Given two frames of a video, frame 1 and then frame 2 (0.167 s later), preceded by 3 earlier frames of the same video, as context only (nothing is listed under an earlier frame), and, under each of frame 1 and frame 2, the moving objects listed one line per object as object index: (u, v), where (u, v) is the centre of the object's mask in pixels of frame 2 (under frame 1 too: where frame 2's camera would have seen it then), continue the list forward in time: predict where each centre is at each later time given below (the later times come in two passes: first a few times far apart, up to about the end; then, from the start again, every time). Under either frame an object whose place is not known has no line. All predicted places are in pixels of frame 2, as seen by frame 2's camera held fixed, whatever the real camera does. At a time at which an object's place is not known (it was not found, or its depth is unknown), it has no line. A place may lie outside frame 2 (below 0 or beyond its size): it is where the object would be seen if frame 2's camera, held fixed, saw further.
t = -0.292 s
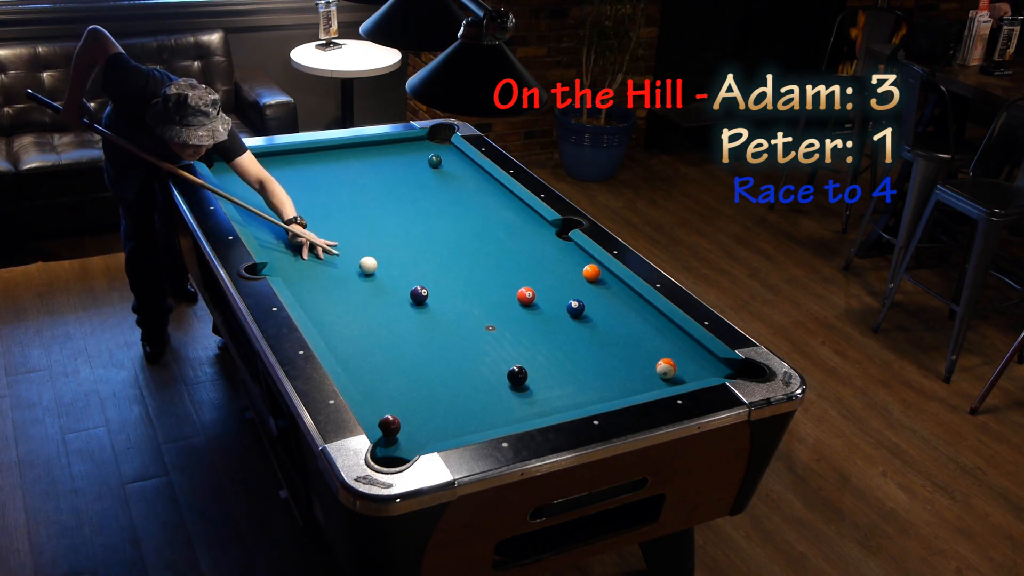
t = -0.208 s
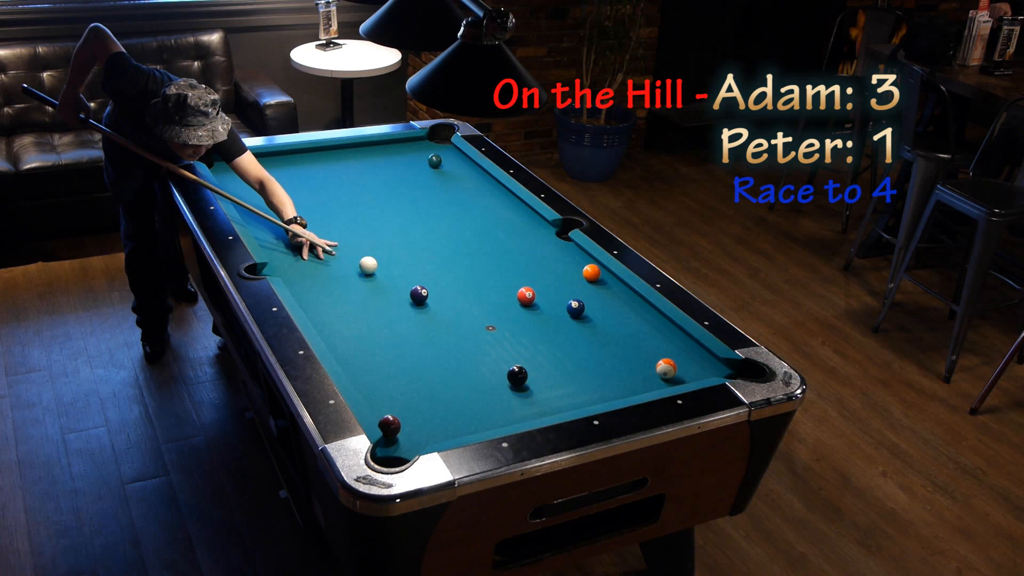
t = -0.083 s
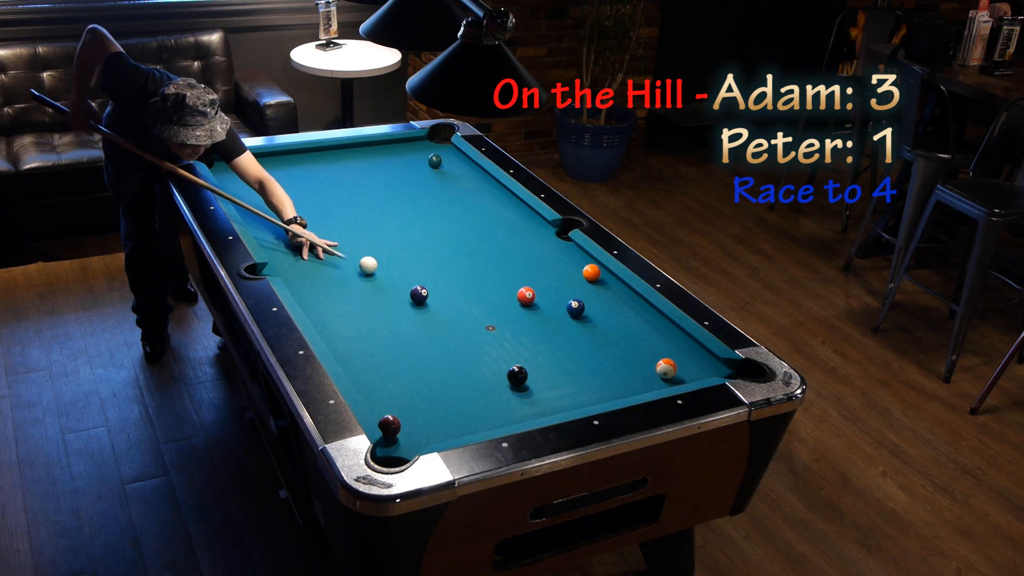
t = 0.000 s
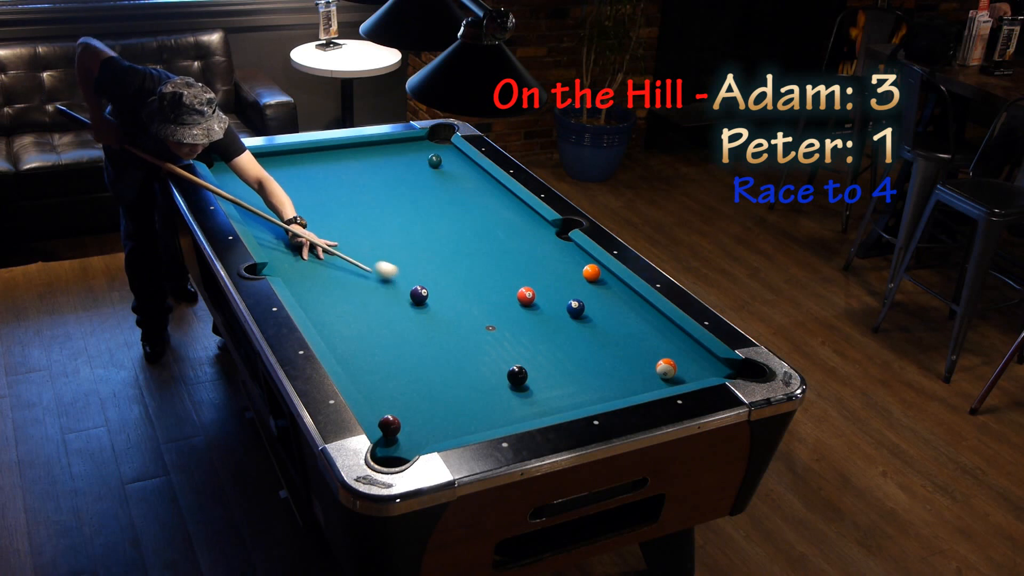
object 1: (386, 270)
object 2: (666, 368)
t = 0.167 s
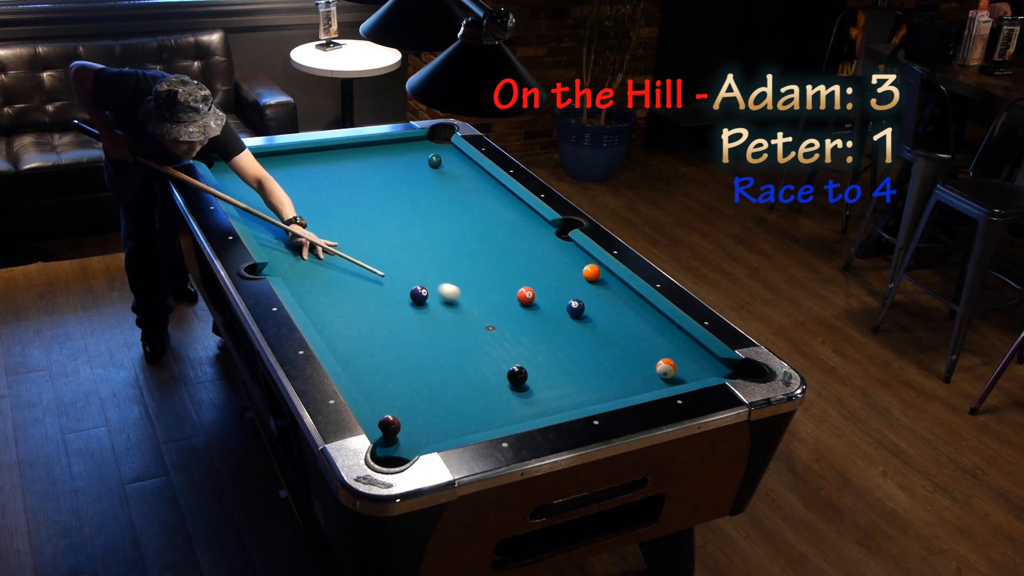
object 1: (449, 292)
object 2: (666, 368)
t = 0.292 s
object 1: (486, 306)
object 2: (666, 368)
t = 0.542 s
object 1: (562, 334)
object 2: (666, 368)
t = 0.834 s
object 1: (646, 368)
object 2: (676, 369)
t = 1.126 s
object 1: (649, 383)
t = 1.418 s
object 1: (617, 378)
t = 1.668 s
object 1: (592, 373)
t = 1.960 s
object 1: (565, 368)
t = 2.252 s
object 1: (541, 363)
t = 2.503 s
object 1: (522, 358)
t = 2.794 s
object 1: (503, 356)
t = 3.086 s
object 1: (485, 352)
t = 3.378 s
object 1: (471, 350)
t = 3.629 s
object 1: (461, 348)
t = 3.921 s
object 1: (450, 346)
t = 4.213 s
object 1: (442, 345)
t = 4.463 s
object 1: (437, 344)
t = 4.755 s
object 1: (433, 344)
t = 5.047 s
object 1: (432, 344)
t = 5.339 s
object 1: (432, 344)
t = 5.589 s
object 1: (432, 344)
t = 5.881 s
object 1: (432, 344)
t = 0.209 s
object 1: (462, 297)
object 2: (666, 368)
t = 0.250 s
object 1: (474, 301)
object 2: (666, 368)
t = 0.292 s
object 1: (486, 306)
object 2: (666, 368)
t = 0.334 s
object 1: (498, 311)
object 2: (666, 368)
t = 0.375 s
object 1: (511, 315)
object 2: (666, 368)
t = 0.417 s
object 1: (524, 320)
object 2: (666, 368)
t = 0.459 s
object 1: (537, 325)
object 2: (666, 368)
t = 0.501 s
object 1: (549, 330)
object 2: (666, 368)
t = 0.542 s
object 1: (562, 334)
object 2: (666, 368)
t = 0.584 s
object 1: (576, 340)
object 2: (666, 368)
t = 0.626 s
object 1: (589, 344)
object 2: (666, 368)
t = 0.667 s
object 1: (601, 349)
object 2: (666, 368)
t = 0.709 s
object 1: (615, 354)
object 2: (666, 368)
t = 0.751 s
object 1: (629, 359)
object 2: (666, 368)
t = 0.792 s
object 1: (642, 364)
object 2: (667, 368)
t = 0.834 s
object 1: (646, 368)
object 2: (676, 369)
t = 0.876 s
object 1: (648, 372)
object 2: (687, 370)
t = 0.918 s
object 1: (651, 376)
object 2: (697, 370)
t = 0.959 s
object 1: (654, 379)
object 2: (706, 371)
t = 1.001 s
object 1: (657, 382)
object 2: (715, 371)
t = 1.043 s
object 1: (658, 383)
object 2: (724, 372)
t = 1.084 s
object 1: (653, 383)
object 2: (731, 374)
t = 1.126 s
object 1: (649, 383)
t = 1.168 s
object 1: (644, 383)
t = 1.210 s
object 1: (639, 382)
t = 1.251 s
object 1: (635, 381)
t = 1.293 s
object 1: (630, 380)
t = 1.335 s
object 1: (626, 379)
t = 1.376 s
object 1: (621, 378)
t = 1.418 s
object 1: (617, 378)
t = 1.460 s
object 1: (613, 377)
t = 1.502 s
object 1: (608, 376)
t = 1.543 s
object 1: (604, 375)
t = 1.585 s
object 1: (600, 374)
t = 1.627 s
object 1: (596, 374)
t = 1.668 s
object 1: (592, 373)
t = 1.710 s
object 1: (588, 372)
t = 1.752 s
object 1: (584, 371)
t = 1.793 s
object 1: (580, 371)
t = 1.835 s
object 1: (576, 370)
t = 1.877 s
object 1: (573, 369)
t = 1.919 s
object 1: (569, 369)
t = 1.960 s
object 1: (565, 368)
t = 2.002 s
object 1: (561, 367)
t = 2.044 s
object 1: (558, 366)
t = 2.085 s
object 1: (554, 366)
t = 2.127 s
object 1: (551, 365)
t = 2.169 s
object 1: (547, 364)
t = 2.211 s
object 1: (544, 363)
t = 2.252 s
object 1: (541, 363)
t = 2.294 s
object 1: (538, 362)
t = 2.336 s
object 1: (534, 362)
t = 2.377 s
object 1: (531, 361)
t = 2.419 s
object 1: (528, 360)
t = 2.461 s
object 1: (525, 359)
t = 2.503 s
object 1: (522, 358)
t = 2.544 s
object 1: (519, 357)
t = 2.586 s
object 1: (516, 357)
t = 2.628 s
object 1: (513, 357)
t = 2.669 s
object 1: (510, 357)
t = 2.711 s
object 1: (508, 356)
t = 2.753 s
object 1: (505, 356)
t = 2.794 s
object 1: (503, 356)
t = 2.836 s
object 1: (500, 355)
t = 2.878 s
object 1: (497, 355)
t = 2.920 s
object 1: (495, 354)
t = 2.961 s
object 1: (492, 354)
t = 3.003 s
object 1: (490, 353)
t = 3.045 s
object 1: (488, 353)
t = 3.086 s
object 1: (485, 352)
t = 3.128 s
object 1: (483, 352)
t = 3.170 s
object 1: (481, 352)
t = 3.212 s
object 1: (479, 351)
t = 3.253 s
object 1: (477, 351)
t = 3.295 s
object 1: (475, 350)
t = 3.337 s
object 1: (473, 350)
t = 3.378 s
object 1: (471, 350)
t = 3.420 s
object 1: (469, 349)
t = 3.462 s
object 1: (467, 349)
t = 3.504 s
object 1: (466, 348)
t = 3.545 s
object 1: (464, 348)
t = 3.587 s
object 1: (462, 348)
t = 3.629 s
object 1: (461, 348)
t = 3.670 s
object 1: (459, 348)
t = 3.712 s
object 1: (457, 347)
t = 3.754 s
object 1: (456, 347)
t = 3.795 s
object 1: (454, 347)
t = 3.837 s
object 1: (453, 347)
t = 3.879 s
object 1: (452, 346)
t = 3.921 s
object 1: (450, 346)
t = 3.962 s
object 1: (449, 346)
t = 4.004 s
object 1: (448, 346)
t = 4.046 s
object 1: (447, 346)
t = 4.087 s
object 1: (445, 345)
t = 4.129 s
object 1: (444, 345)
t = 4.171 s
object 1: (443, 345)
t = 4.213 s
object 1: (442, 345)
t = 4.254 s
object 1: (441, 345)
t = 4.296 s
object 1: (440, 345)
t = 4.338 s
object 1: (439, 344)
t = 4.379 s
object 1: (438, 344)
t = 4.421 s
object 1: (438, 344)
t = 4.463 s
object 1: (437, 344)
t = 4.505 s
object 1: (436, 344)
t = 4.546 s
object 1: (436, 344)
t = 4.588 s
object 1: (435, 344)
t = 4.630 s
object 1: (435, 344)
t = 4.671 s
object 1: (434, 344)
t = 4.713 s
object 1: (434, 344)
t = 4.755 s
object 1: (433, 344)
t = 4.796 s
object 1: (433, 344)
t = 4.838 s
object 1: (432, 344)
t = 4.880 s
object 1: (432, 344)
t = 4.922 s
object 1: (432, 344)
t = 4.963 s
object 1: (432, 344)
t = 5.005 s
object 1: (432, 344)
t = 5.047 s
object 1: (432, 344)
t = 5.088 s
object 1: (432, 344)
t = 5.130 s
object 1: (432, 344)
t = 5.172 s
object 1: (432, 344)
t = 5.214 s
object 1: (432, 344)
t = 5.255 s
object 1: (432, 344)
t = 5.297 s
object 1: (432, 344)
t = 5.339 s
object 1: (432, 344)
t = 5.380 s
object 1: (432, 344)
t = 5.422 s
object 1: (432, 344)
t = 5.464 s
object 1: (432, 344)
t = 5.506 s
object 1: (432, 344)
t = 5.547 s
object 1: (432, 344)
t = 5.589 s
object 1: (432, 344)
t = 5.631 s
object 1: (432, 344)
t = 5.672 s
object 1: (432, 344)
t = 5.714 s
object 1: (432, 344)
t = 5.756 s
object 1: (432, 344)
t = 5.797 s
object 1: (432, 344)
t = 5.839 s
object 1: (432, 344)
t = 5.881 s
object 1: (432, 344)
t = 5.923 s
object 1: (432, 344)
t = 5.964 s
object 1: (432, 344)
